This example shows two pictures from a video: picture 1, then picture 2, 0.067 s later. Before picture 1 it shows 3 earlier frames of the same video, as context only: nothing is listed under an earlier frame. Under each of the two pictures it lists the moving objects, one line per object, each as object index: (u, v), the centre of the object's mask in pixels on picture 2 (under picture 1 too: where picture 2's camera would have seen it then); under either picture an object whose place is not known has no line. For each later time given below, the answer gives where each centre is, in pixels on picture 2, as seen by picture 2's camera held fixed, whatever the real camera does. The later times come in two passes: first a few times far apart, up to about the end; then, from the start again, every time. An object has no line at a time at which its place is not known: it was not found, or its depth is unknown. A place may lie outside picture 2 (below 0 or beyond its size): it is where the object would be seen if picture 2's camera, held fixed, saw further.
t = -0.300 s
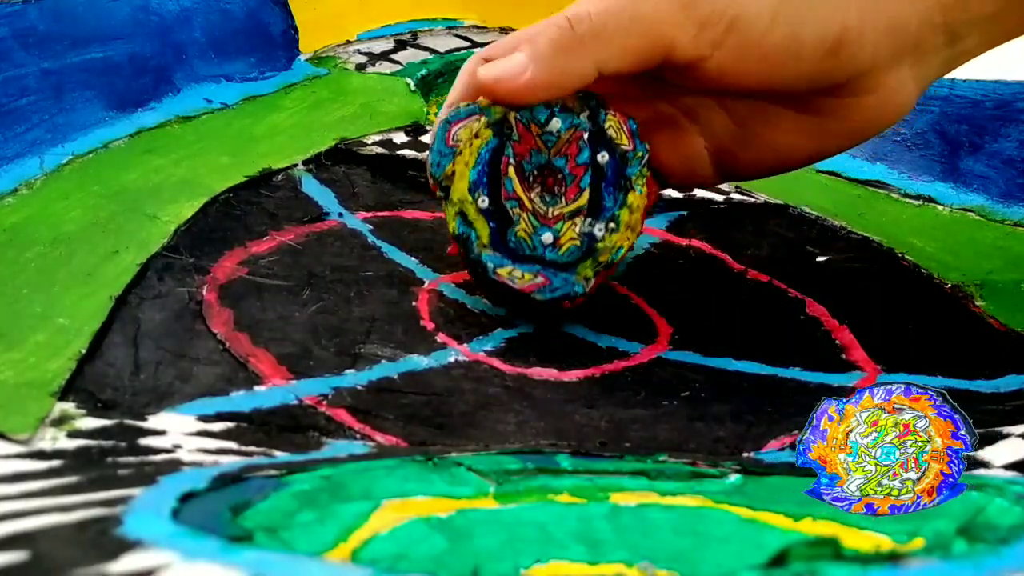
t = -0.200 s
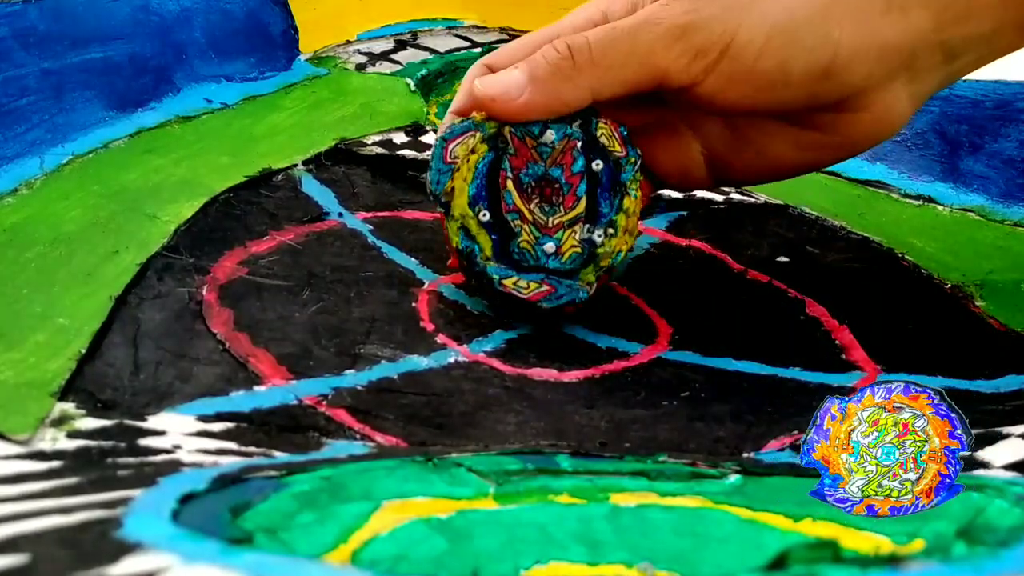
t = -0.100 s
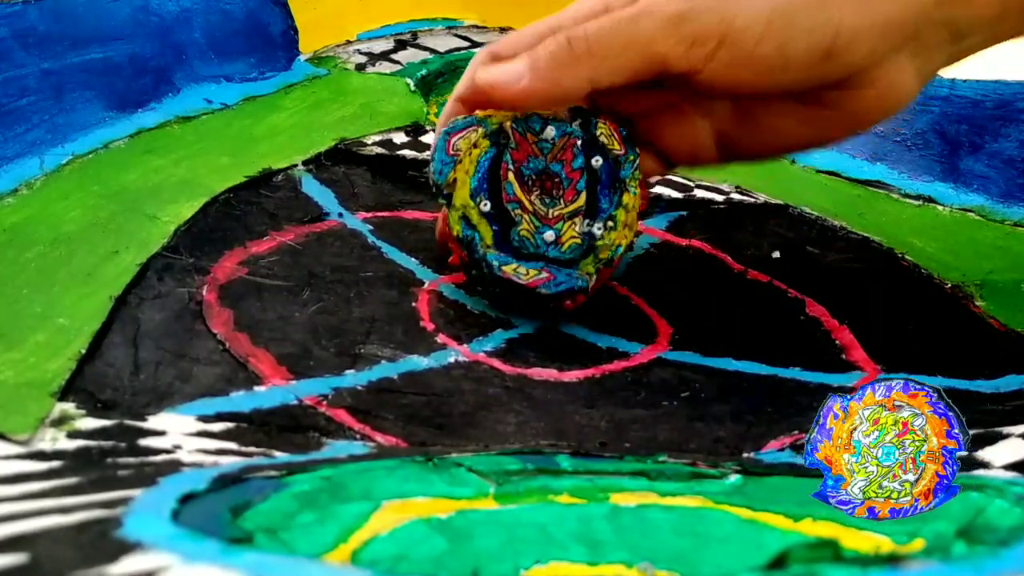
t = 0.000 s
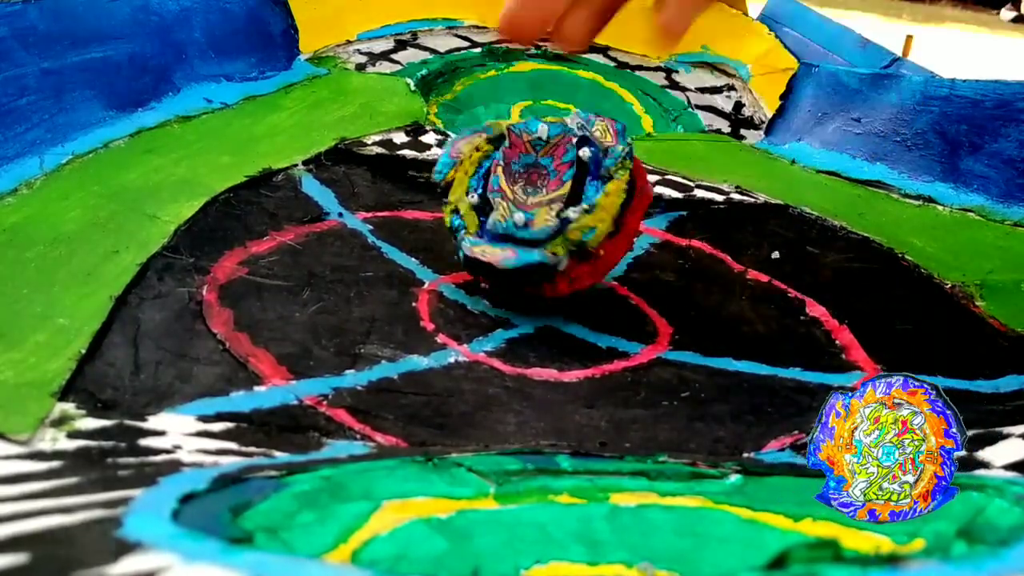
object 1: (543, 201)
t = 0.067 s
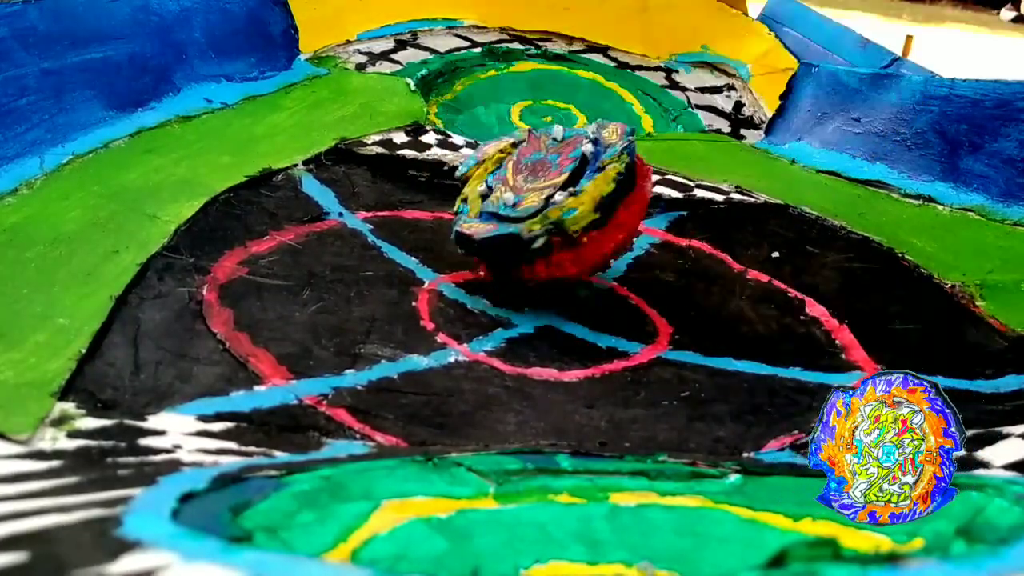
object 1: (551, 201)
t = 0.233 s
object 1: (558, 208)
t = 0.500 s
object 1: (644, 217)
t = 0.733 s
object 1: (643, 218)
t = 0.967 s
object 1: (597, 214)
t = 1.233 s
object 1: (639, 219)
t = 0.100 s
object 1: (550, 201)
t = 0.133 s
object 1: (551, 202)
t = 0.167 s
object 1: (552, 204)
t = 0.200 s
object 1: (553, 206)
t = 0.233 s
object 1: (558, 208)
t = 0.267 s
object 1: (564, 211)
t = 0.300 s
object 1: (573, 212)
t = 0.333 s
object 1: (584, 214)
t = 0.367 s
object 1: (596, 216)
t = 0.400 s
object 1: (612, 219)
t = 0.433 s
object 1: (624, 218)
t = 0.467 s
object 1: (636, 219)
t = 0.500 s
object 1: (644, 217)
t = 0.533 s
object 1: (648, 213)
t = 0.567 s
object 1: (646, 209)
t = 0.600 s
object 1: (646, 208)
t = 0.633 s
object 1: (646, 208)
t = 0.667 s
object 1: (646, 211)
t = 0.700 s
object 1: (646, 215)
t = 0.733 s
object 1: (643, 218)
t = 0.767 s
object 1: (635, 219)
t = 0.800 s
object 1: (626, 219)
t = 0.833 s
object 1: (618, 219)
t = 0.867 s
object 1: (609, 218)
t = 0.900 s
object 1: (601, 216)
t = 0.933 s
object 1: (597, 215)
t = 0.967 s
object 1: (597, 214)
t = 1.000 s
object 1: (598, 215)
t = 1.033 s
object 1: (604, 217)
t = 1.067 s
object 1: (611, 218)
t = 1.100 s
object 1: (617, 219)
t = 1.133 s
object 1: (622, 218)
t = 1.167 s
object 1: (628, 219)
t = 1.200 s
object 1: (633, 219)
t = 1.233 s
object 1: (639, 219)
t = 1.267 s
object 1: (643, 217)
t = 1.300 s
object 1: (647, 217)
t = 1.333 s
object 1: (647, 215)
